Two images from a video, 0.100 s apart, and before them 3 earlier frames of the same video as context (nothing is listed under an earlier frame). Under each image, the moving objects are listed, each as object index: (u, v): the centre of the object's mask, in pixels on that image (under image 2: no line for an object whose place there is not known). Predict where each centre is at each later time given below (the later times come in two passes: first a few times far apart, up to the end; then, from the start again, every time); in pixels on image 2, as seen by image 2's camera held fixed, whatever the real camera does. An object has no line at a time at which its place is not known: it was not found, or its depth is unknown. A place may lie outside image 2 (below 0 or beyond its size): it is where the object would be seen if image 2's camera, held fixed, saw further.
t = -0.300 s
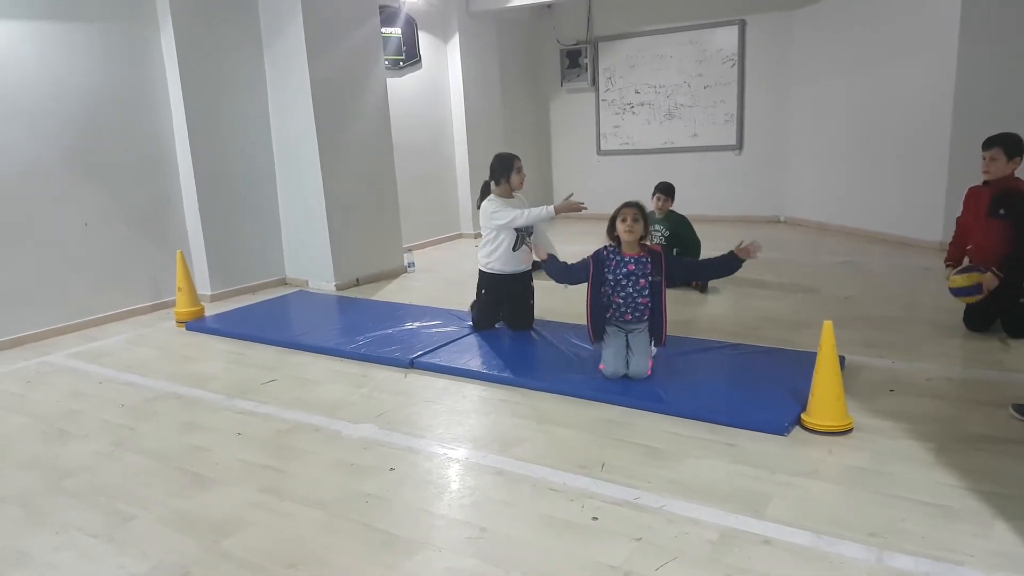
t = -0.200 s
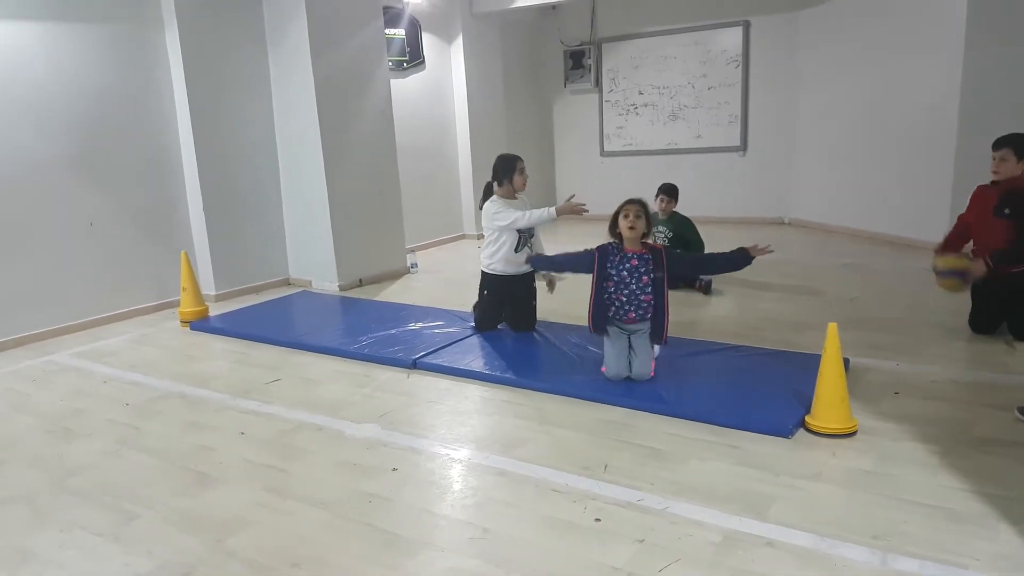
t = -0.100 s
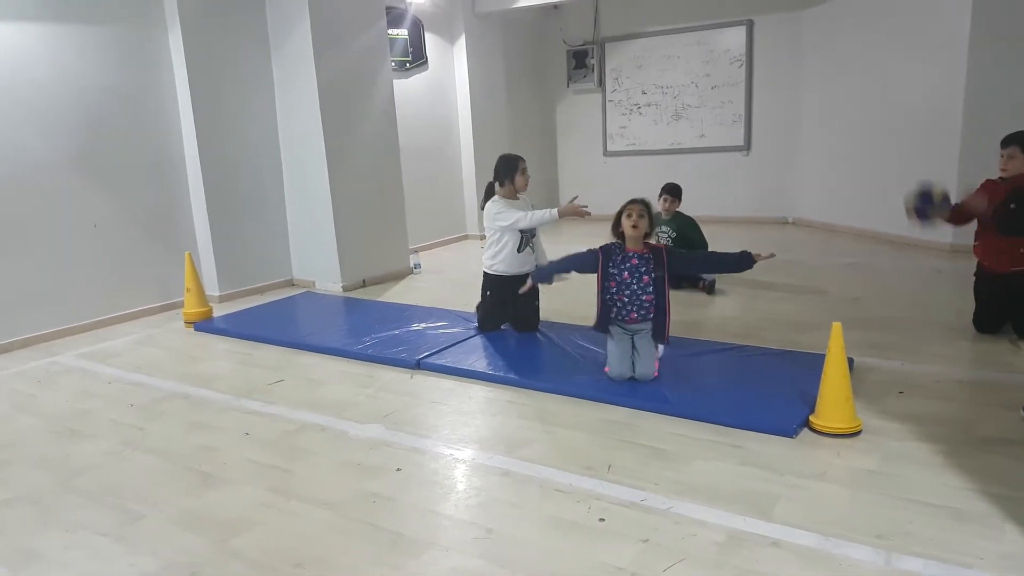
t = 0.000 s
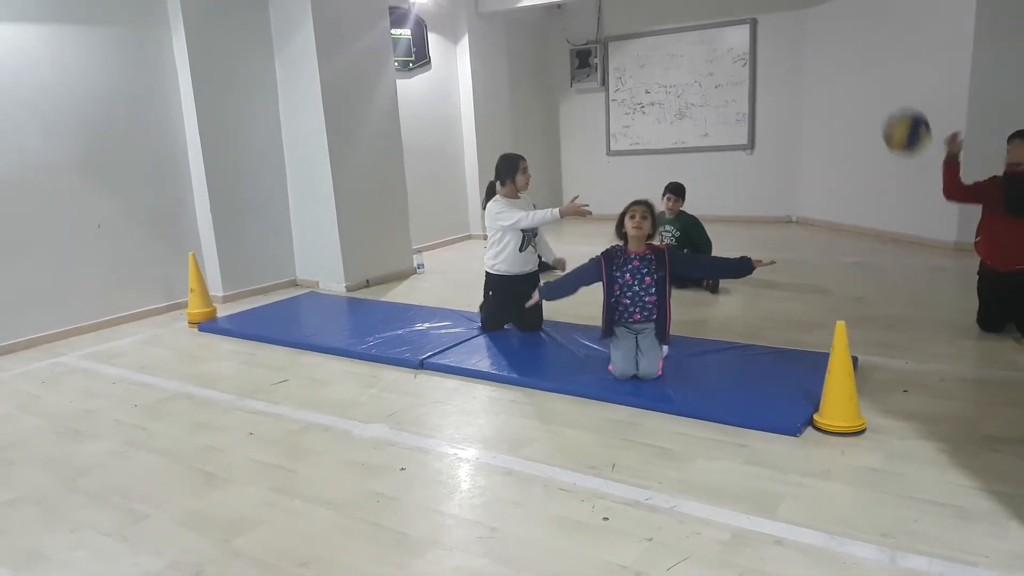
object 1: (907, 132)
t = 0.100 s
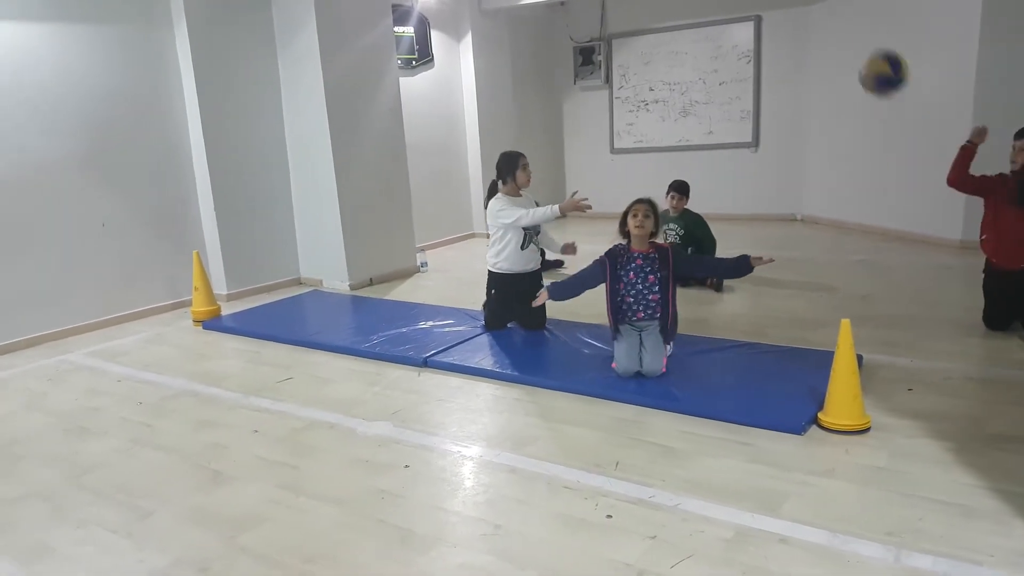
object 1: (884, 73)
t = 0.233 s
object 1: (843, 26)
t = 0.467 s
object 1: (761, 36)
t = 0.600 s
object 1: (710, 98)
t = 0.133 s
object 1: (874, 58)
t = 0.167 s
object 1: (864, 45)
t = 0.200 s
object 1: (854, 34)
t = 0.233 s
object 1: (843, 26)
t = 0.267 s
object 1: (832, 23)
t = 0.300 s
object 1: (820, 21)
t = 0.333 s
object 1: (807, 22)
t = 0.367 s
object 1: (797, 23)
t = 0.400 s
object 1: (785, 26)
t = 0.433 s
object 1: (772, 30)
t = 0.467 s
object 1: (761, 36)
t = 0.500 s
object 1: (749, 46)
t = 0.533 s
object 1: (736, 61)
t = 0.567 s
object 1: (724, 78)
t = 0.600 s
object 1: (710, 98)
